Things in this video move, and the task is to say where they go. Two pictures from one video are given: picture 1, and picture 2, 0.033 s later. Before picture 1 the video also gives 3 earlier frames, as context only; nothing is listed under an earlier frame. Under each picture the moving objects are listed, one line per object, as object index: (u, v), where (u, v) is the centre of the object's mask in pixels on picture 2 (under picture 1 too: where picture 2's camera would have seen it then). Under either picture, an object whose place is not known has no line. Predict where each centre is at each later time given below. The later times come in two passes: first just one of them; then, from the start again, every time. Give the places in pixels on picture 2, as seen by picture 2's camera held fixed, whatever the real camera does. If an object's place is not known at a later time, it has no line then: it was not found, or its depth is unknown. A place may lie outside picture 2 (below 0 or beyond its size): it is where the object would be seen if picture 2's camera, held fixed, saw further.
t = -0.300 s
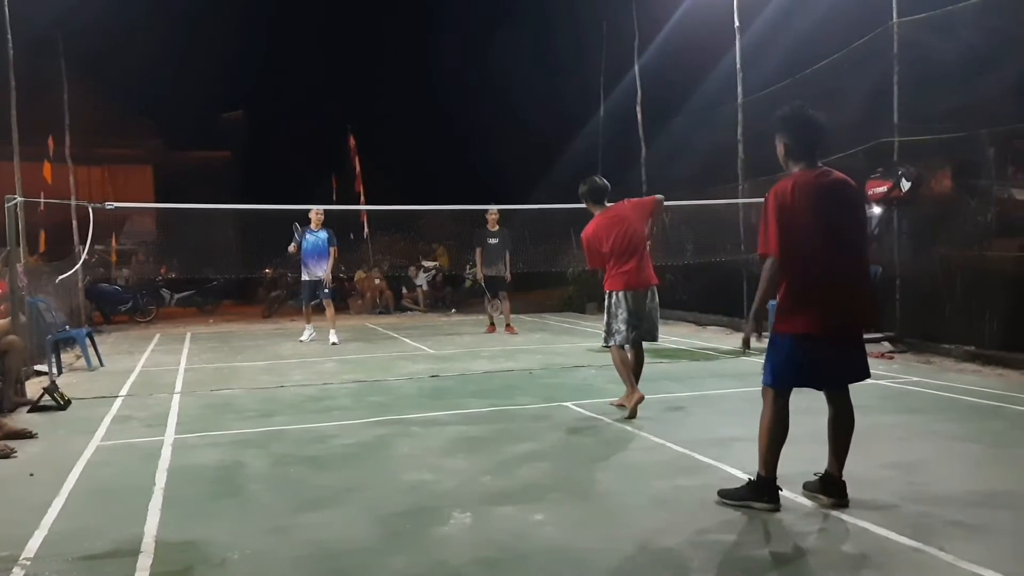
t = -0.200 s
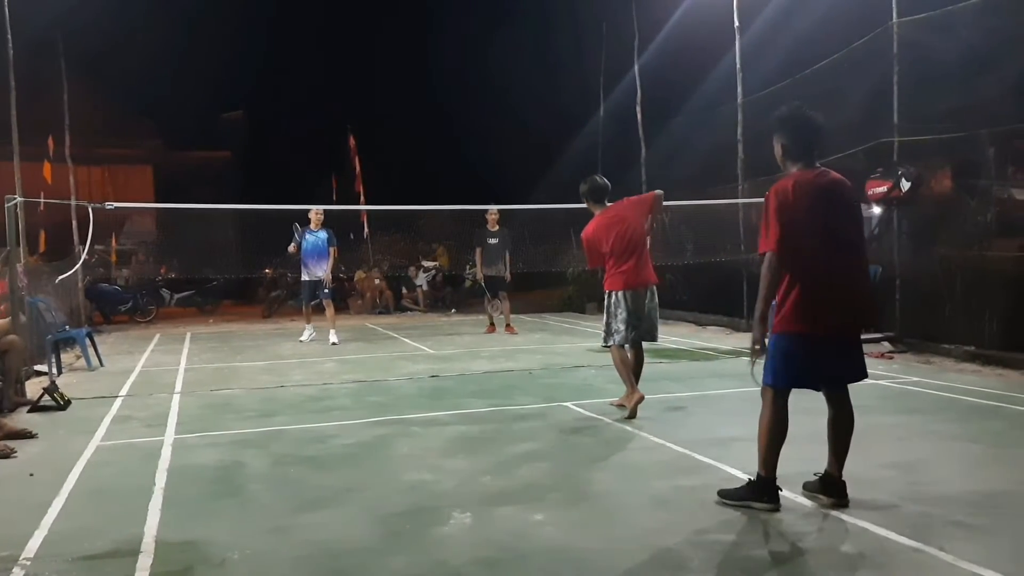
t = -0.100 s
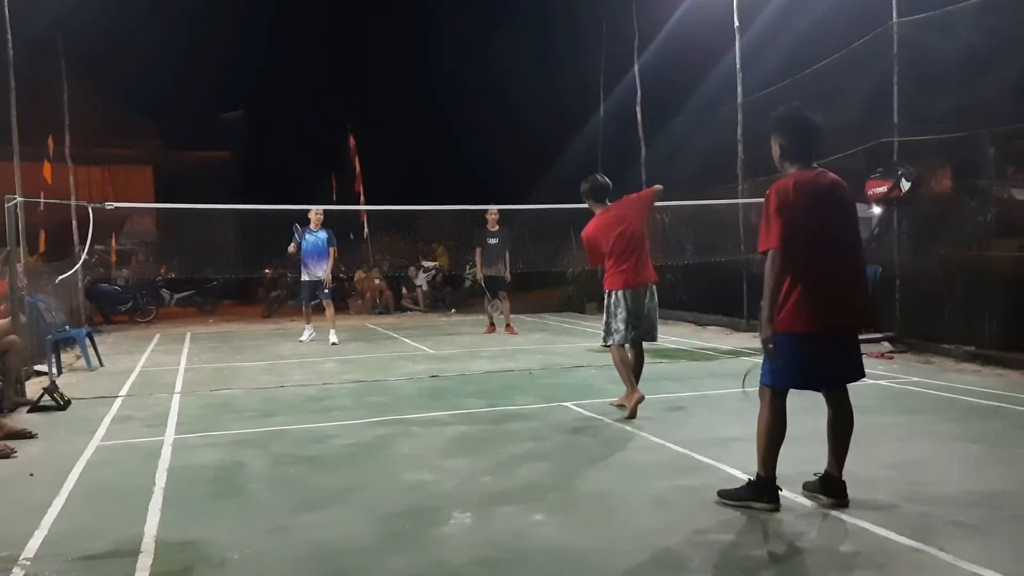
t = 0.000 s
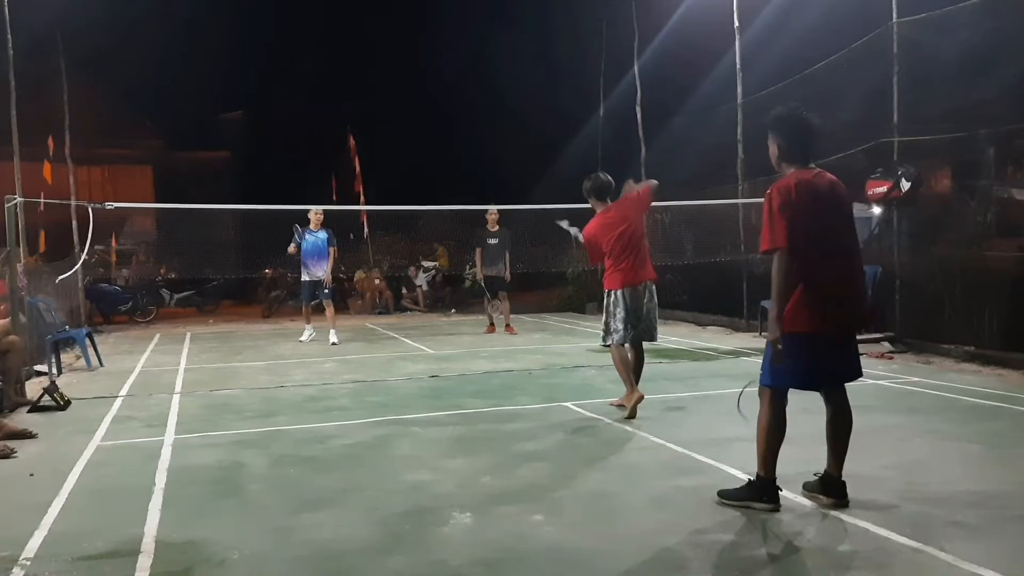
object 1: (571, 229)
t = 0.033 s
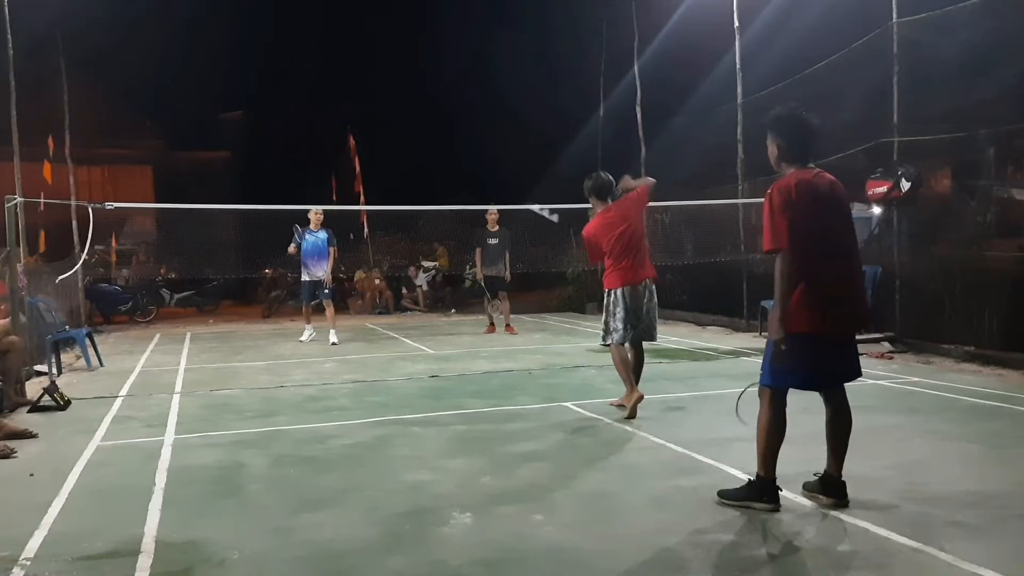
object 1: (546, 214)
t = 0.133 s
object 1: (463, 180)
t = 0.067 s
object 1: (510, 197)
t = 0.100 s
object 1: (485, 189)
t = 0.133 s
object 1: (463, 180)
